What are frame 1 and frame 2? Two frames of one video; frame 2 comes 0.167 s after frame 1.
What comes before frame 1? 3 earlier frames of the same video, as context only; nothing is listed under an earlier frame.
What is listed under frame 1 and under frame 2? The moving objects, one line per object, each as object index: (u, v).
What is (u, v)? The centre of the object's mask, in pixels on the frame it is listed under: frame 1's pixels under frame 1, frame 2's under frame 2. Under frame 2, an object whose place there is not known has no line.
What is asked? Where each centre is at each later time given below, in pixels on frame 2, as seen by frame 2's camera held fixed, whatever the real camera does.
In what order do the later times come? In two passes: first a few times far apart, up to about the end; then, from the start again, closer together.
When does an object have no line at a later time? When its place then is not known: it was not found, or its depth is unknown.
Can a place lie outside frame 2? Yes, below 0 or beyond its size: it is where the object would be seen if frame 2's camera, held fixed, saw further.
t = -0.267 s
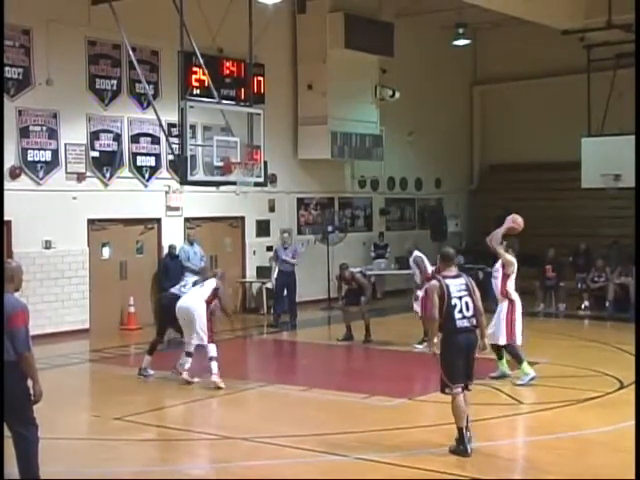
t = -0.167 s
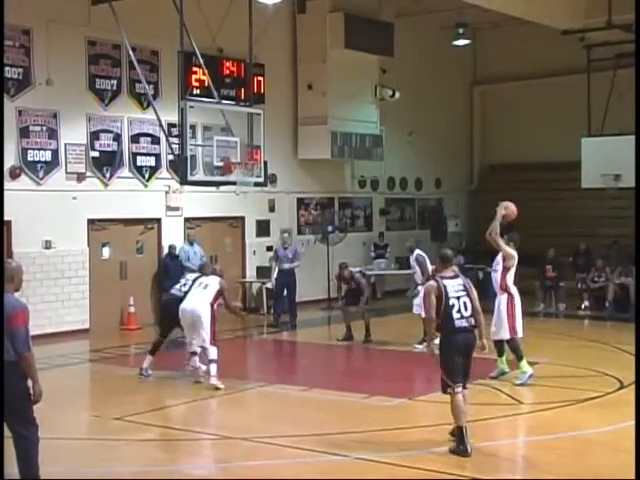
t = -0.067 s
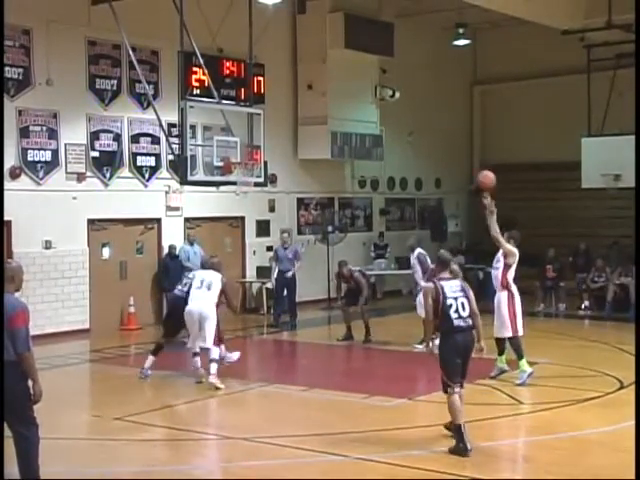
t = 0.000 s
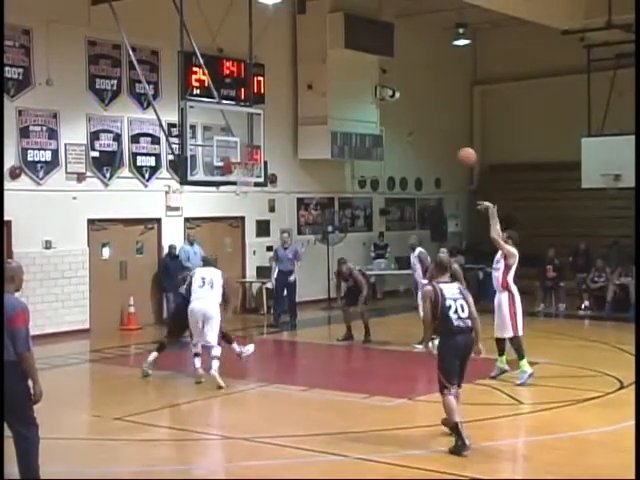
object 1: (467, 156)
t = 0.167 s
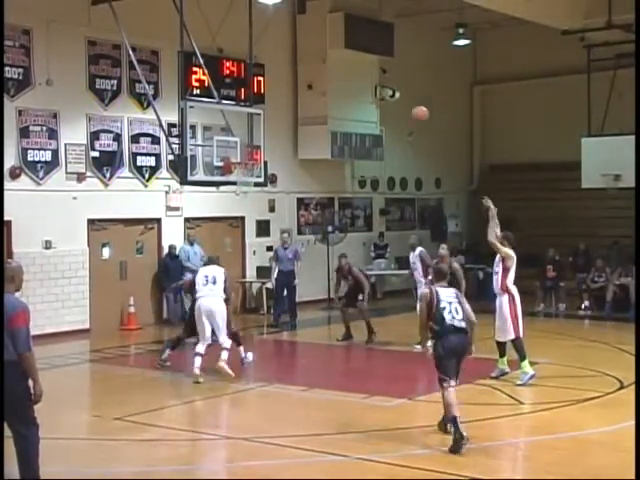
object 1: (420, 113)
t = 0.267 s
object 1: (393, 99)
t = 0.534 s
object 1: (328, 95)
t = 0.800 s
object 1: (271, 136)
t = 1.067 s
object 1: (237, 182)
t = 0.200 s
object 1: (410, 107)
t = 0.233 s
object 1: (402, 102)
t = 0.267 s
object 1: (393, 99)
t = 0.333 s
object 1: (376, 94)
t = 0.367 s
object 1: (368, 92)
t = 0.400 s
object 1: (360, 91)
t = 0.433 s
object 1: (352, 91)
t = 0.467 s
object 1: (344, 92)
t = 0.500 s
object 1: (335, 93)
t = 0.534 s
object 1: (328, 95)
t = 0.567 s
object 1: (321, 97)
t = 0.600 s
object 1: (313, 101)
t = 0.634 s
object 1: (305, 105)
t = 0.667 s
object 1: (298, 107)
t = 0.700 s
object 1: (291, 116)
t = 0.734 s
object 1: (283, 121)
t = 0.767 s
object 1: (277, 128)
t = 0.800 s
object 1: (271, 136)
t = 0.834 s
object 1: (263, 143)
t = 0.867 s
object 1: (257, 152)
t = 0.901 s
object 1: (253, 155)
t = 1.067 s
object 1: (237, 182)
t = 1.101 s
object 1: (238, 186)
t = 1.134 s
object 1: (238, 190)
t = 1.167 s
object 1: (238, 197)
